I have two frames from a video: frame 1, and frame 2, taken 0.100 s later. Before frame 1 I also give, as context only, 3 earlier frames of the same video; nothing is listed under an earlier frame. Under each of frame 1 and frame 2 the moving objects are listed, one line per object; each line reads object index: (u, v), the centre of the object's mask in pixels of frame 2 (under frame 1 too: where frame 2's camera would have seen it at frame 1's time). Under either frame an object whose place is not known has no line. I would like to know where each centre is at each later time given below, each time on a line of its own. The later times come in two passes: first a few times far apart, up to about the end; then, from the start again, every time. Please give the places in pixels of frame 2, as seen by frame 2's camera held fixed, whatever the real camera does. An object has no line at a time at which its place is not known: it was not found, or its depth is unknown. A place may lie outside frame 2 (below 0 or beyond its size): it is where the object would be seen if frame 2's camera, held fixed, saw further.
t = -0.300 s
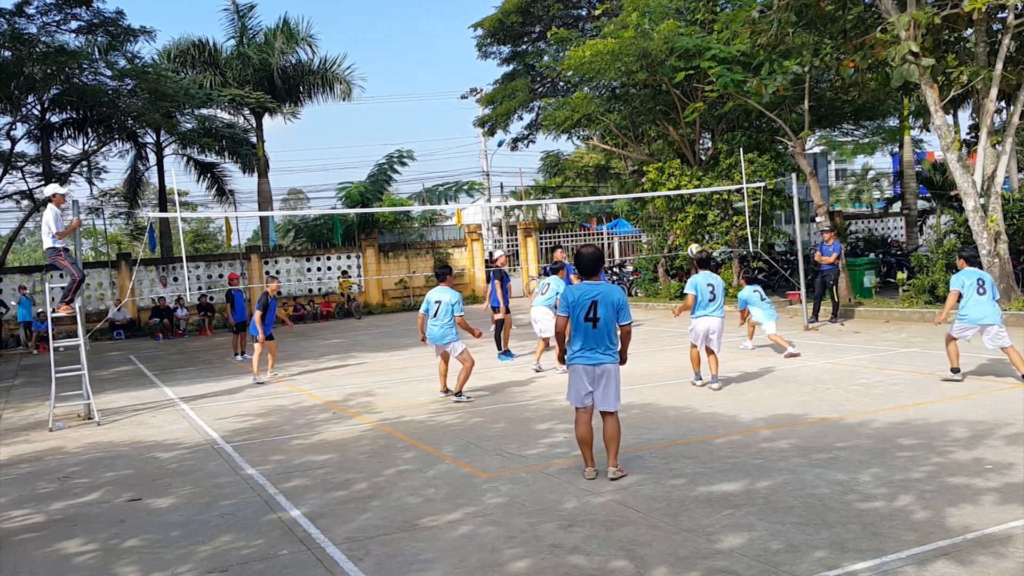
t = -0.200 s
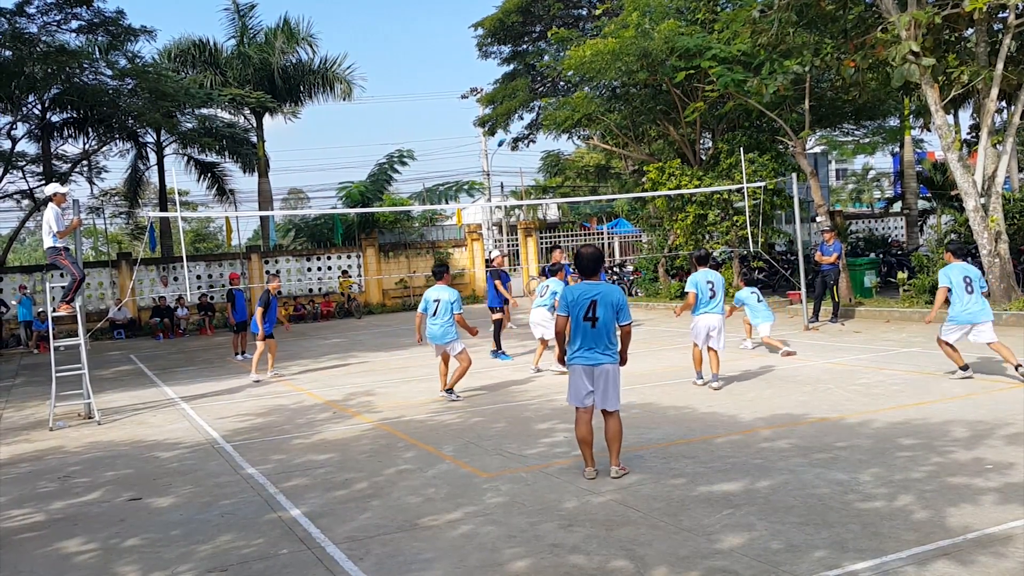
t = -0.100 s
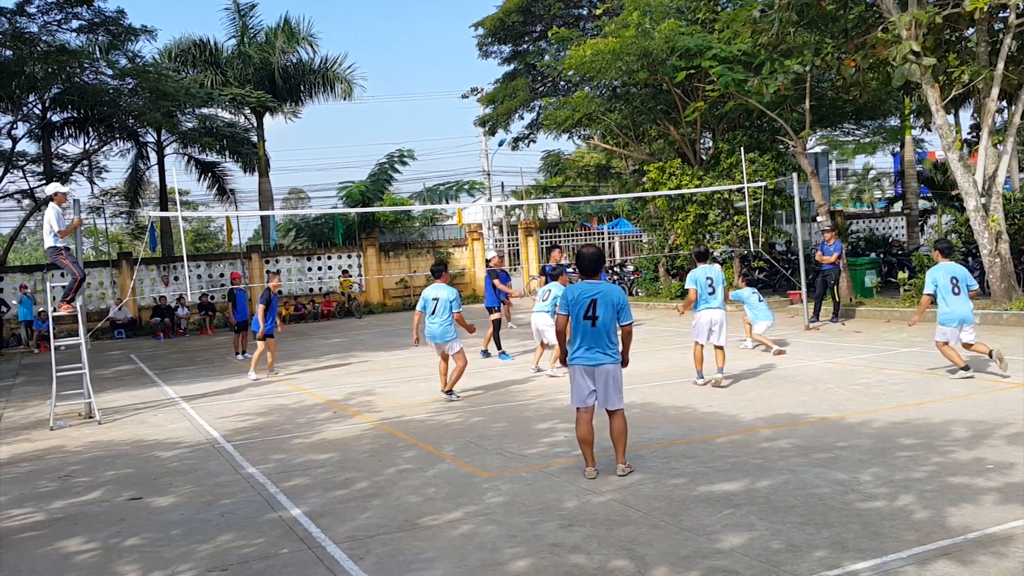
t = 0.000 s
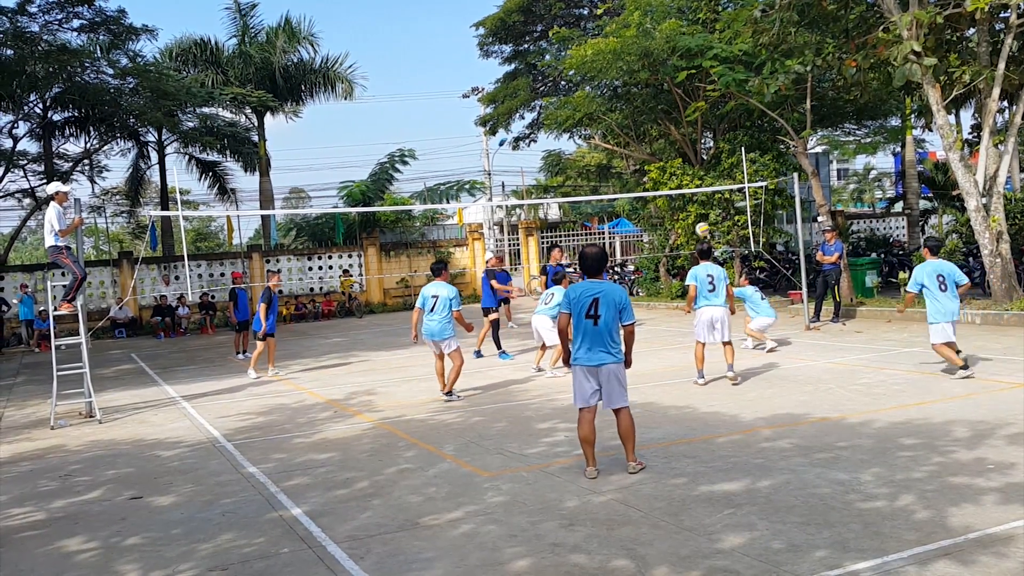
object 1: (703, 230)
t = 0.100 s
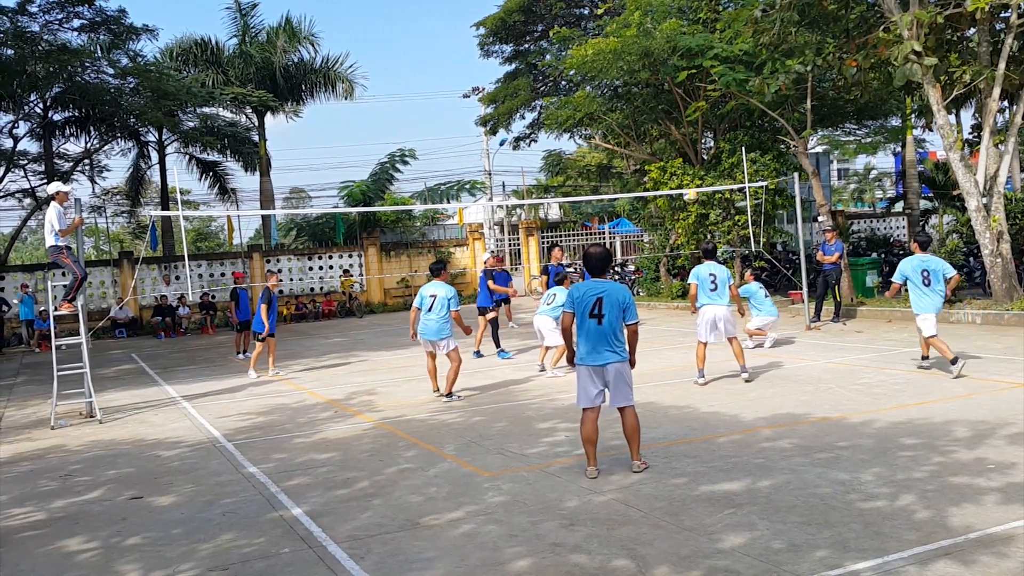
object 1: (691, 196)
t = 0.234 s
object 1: (674, 160)
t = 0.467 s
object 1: (648, 126)
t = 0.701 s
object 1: (626, 126)
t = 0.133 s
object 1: (685, 185)
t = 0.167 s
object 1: (682, 176)
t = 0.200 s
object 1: (677, 167)
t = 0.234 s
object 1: (674, 160)
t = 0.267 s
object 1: (670, 153)
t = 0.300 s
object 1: (666, 147)
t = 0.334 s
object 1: (662, 141)
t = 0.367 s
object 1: (659, 136)
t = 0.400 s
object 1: (655, 132)
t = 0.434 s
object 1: (652, 128)
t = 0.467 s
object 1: (648, 126)
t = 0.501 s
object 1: (645, 124)
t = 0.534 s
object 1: (641, 122)
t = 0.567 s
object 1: (638, 122)
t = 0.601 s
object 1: (635, 122)
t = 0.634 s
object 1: (631, 122)
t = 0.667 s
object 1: (628, 124)
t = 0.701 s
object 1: (626, 126)
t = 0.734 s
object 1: (623, 129)
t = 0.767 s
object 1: (620, 132)
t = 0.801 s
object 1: (617, 137)
